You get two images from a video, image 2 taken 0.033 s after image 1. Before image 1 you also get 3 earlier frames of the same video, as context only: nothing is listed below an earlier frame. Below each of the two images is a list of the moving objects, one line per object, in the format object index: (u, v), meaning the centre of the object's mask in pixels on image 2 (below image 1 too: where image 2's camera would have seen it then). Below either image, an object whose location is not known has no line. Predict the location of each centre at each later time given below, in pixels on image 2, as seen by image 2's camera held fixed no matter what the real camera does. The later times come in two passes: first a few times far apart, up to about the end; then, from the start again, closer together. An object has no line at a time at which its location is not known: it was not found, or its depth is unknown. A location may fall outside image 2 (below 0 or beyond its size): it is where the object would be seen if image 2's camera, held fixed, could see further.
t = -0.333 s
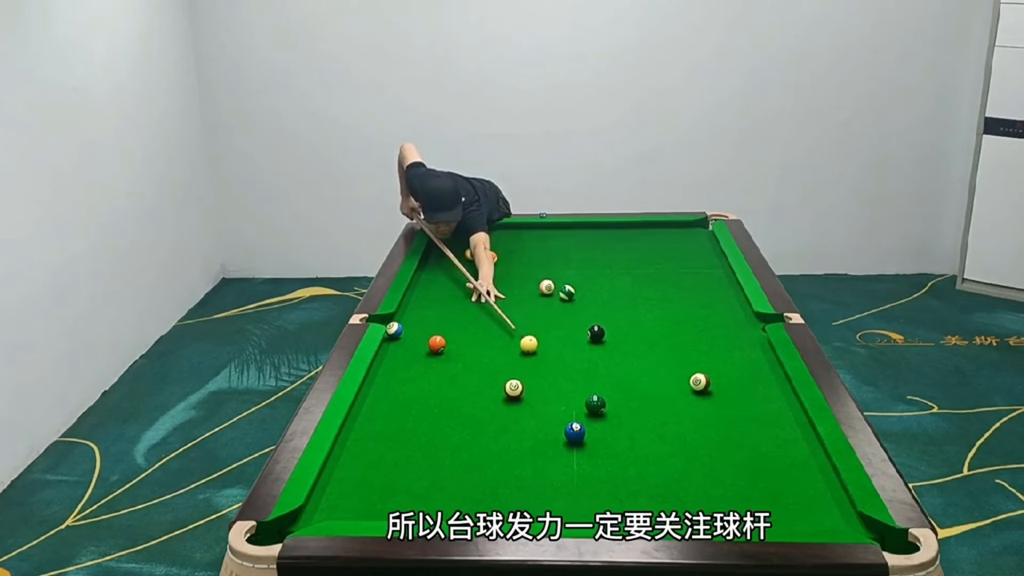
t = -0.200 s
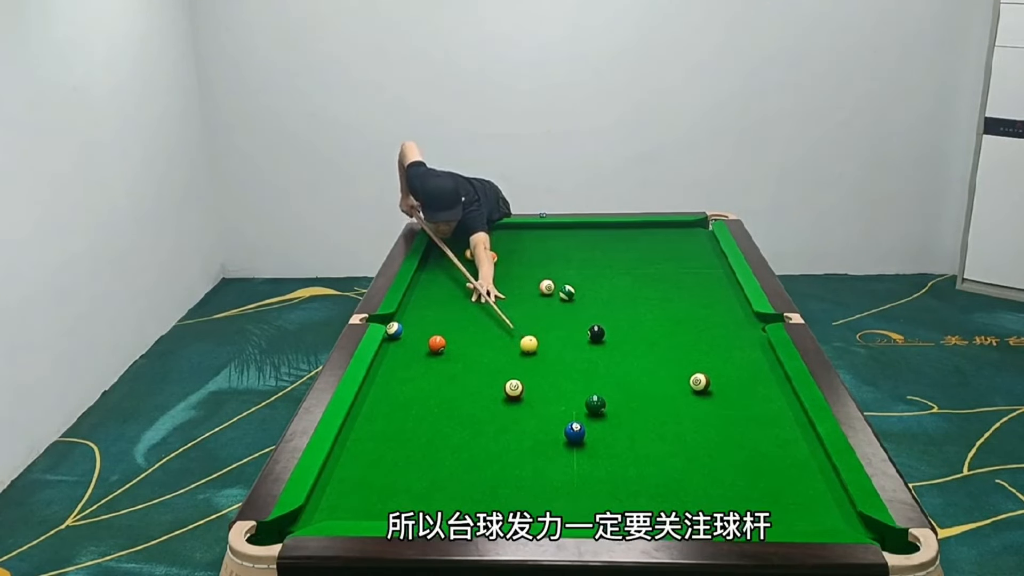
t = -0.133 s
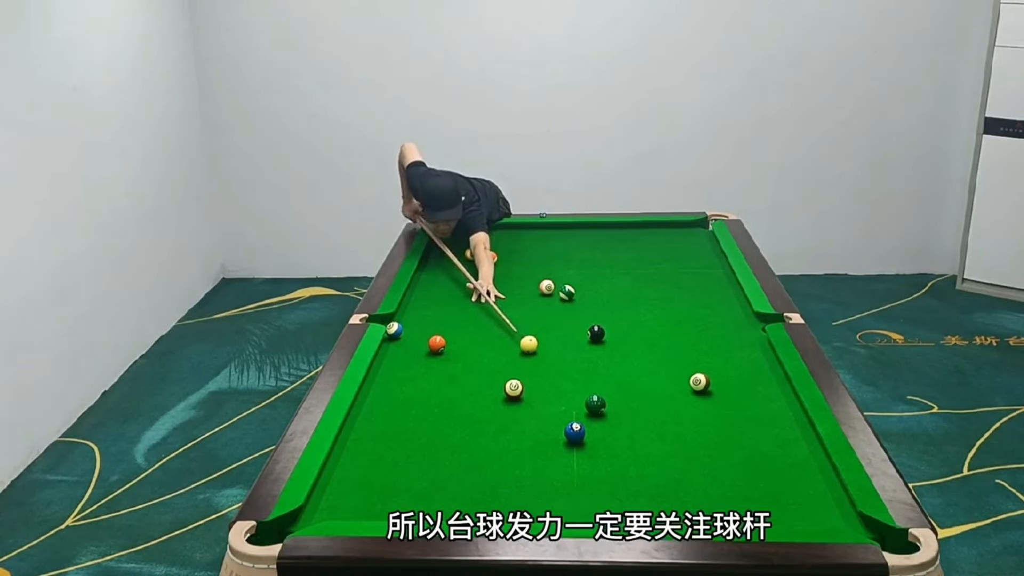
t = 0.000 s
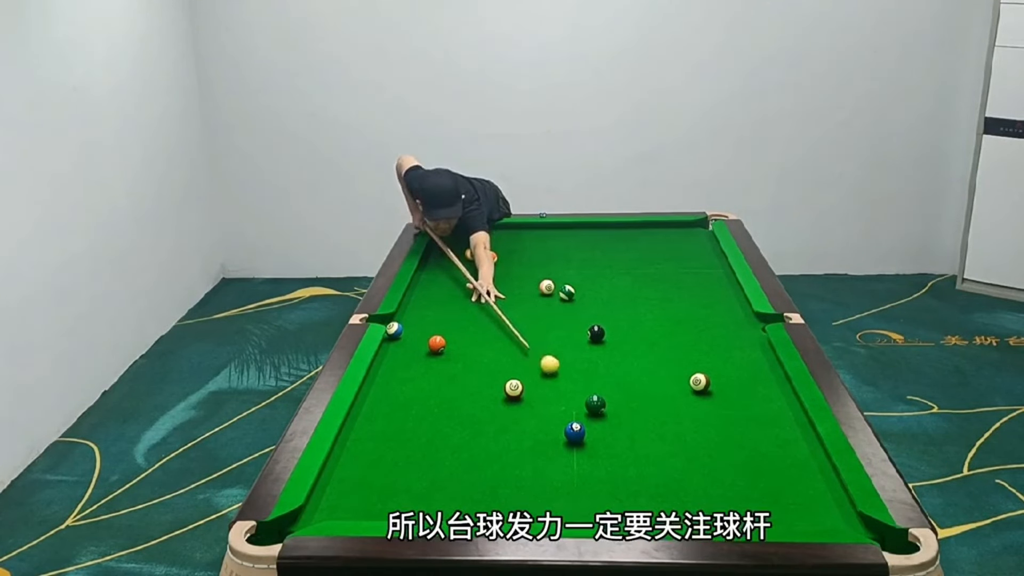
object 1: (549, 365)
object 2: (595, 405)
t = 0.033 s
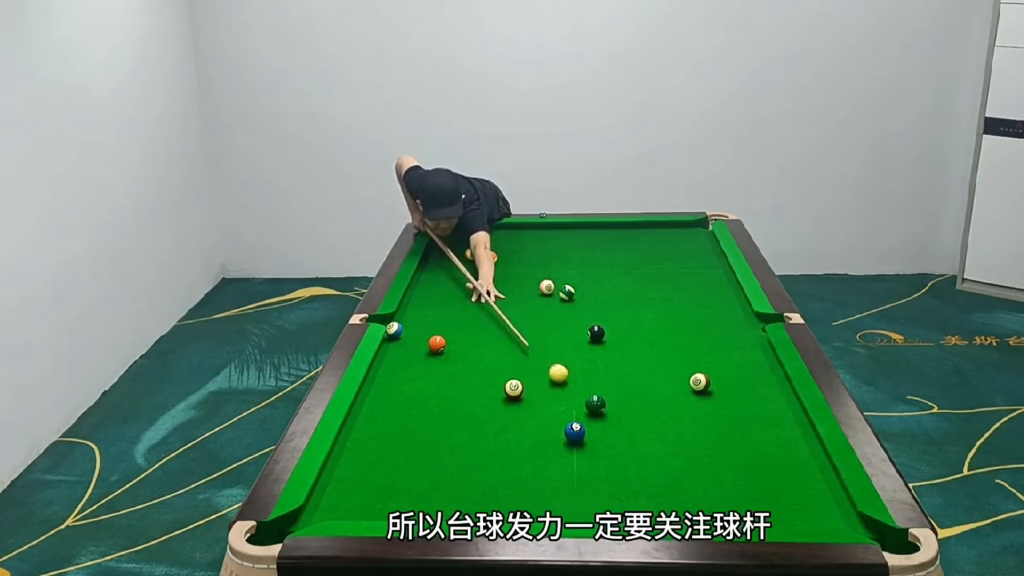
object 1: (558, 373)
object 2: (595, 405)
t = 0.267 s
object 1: (566, 409)
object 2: (654, 435)
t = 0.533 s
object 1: (545, 436)
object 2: (753, 483)
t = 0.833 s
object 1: (520, 468)
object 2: (875, 531)
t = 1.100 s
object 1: (495, 499)
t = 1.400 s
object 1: (468, 506)
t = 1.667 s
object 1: (449, 488)
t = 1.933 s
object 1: (433, 471)
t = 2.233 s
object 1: (417, 454)
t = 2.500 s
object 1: (404, 441)
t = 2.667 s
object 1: (397, 434)
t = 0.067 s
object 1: (567, 382)
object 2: (596, 405)
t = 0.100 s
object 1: (576, 391)
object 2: (596, 405)
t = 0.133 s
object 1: (581, 398)
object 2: (601, 407)
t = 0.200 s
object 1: (572, 403)
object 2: (628, 421)
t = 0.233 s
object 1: (568, 406)
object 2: (641, 428)
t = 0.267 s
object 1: (566, 409)
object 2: (654, 435)
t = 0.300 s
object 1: (563, 412)
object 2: (668, 441)
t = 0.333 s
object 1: (561, 416)
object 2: (680, 447)
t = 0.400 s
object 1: (556, 422)
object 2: (704, 458)
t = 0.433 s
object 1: (553, 426)
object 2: (716, 465)
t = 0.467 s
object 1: (550, 429)
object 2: (728, 471)
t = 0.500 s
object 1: (547, 432)
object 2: (741, 477)
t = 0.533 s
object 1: (545, 436)
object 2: (753, 483)
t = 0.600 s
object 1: (539, 443)
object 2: (779, 497)
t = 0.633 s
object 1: (537, 446)
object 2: (792, 503)
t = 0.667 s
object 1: (534, 450)
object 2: (806, 509)
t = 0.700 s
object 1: (531, 453)
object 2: (820, 515)
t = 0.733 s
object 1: (528, 457)
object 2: (834, 518)
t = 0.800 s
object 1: (522, 464)
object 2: (862, 526)
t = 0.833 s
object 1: (520, 468)
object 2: (875, 531)
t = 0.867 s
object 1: (517, 472)
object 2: (884, 542)
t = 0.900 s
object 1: (514, 476)
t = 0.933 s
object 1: (510, 480)
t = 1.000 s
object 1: (504, 487)
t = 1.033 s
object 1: (501, 491)
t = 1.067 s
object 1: (498, 495)
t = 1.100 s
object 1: (495, 499)
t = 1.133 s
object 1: (491, 501)
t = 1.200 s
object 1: (484, 506)
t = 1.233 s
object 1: (480, 509)
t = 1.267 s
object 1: (477, 511)
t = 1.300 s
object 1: (474, 510)
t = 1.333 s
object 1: (472, 509)
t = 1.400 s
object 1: (468, 506)
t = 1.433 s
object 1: (466, 504)
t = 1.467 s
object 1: (463, 502)
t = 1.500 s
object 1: (461, 500)
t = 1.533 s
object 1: (458, 498)
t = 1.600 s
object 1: (454, 493)
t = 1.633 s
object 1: (451, 491)
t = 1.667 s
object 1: (449, 488)
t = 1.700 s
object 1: (447, 486)
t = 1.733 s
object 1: (445, 484)
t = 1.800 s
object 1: (441, 479)
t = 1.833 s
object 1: (439, 477)
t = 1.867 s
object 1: (437, 475)
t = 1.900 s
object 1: (435, 473)
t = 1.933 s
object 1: (433, 471)
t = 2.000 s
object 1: (429, 467)
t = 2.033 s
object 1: (427, 465)
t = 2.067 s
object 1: (425, 463)
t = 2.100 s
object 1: (424, 461)
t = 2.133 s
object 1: (422, 459)
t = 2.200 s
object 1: (419, 455)
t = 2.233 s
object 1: (417, 454)
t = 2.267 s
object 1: (416, 452)
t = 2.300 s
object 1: (414, 451)
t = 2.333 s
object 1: (412, 449)
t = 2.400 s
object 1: (409, 446)
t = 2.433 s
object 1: (407, 444)
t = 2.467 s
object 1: (406, 443)
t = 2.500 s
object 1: (404, 441)
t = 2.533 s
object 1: (403, 439)
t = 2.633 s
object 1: (398, 435)
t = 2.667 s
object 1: (397, 434)
